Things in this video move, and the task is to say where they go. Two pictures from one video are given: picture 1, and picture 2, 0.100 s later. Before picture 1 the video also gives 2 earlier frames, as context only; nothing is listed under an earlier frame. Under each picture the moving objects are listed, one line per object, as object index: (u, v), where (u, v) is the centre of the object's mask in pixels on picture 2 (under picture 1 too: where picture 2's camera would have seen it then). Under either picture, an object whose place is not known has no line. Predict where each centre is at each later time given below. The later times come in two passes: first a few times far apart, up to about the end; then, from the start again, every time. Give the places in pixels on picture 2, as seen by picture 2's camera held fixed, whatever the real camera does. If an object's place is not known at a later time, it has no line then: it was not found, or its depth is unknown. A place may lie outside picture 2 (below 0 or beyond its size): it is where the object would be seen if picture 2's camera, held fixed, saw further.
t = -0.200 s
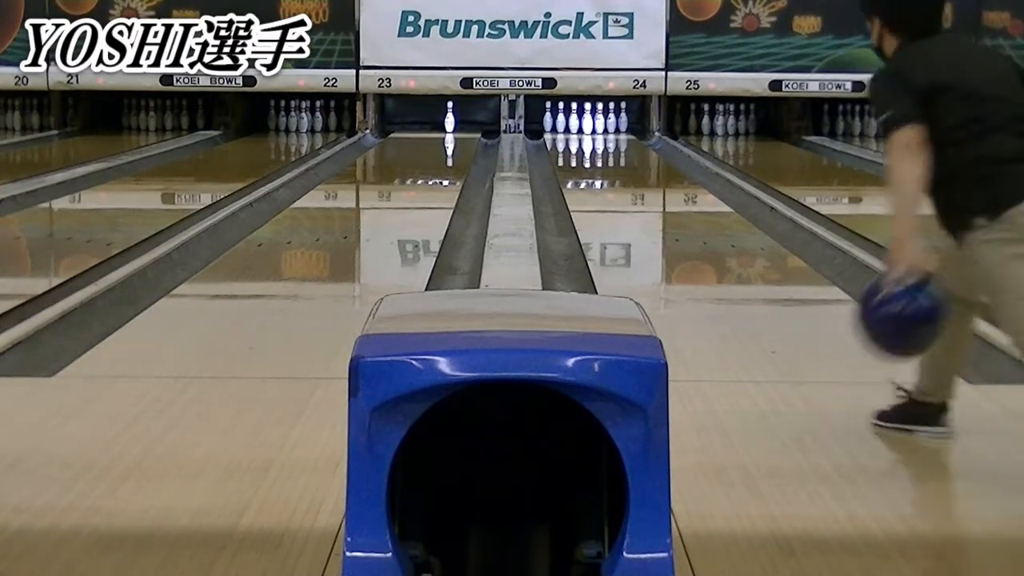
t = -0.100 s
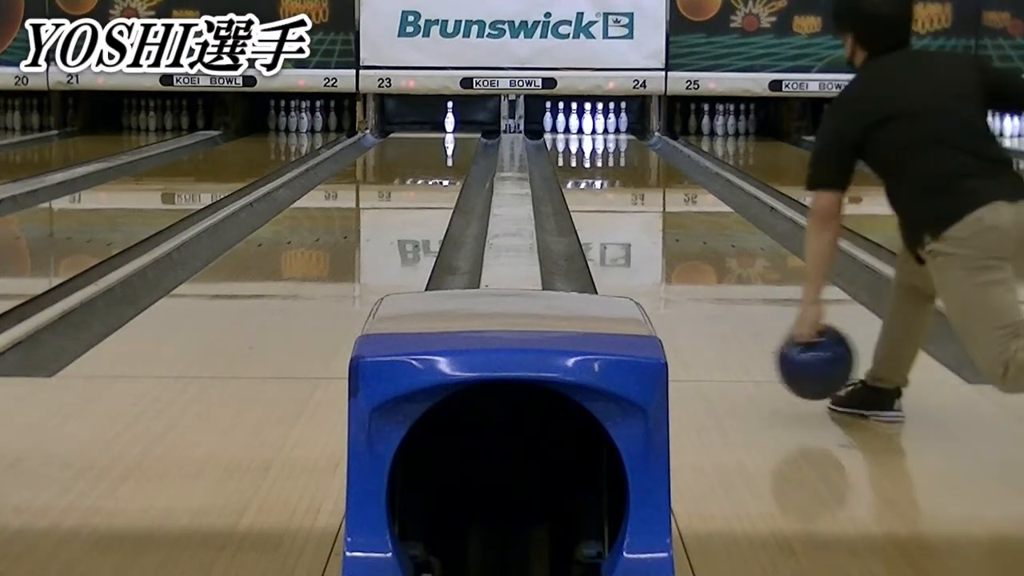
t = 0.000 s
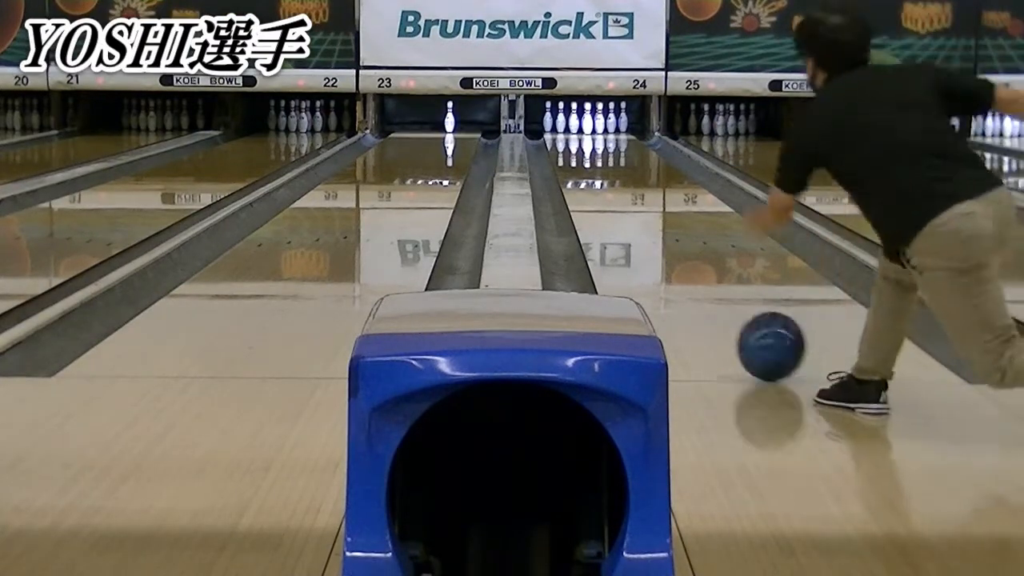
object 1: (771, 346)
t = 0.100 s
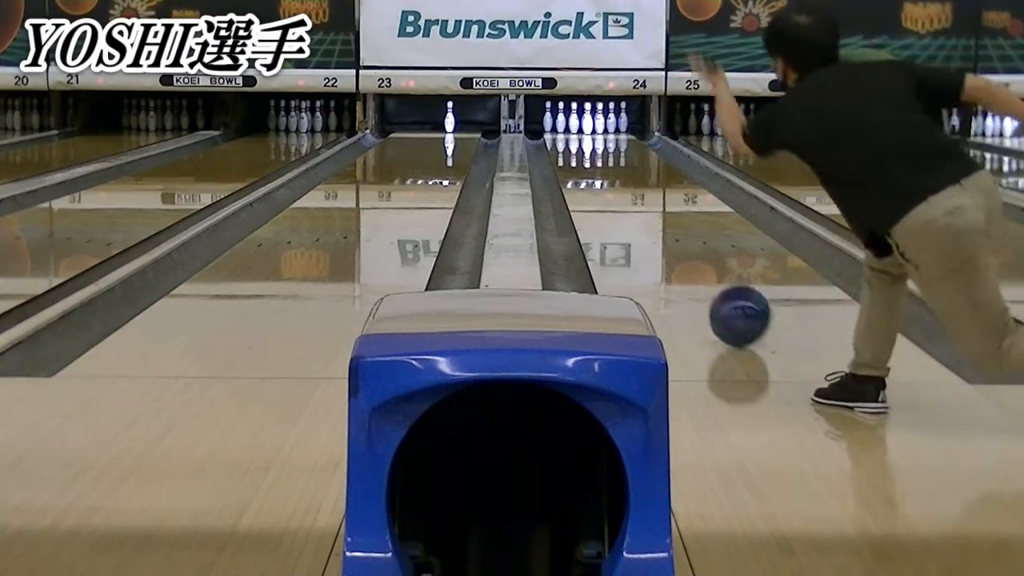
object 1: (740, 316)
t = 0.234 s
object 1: (707, 284)
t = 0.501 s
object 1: (661, 237)
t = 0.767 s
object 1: (631, 206)
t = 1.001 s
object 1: (612, 187)
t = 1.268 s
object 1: (596, 169)
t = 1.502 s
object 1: (585, 158)
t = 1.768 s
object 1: (577, 147)
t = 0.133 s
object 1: (731, 307)
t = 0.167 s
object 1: (722, 299)
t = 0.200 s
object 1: (714, 291)
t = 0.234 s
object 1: (707, 284)
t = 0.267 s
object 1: (700, 277)
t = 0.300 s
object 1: (694, 270)
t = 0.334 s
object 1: (688, 264)
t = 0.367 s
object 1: (681, 258)
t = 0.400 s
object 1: (676, 253)
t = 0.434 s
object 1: (671, 247)
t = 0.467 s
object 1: (666, 242)
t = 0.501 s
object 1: (661, 237)
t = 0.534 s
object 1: (657, 233)
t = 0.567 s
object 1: (652, 228)
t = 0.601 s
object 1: (648, 224)
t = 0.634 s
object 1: (645, 220)
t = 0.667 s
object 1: (641, 216)
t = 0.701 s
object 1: (637, 213)
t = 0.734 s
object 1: (634, 210)
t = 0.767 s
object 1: (631, 206)
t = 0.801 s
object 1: (628, 203)
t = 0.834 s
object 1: (625, 201)
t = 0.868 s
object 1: (622, 198)
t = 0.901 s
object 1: (619, 195)
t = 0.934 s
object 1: (617, 192)
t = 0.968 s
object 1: (614, 189)
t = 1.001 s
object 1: (612, 187)
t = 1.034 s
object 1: (609, 185)
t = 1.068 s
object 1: (607, 183)
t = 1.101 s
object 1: (606, 180)
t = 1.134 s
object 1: (604, 178)
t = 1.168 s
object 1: (602, 176)
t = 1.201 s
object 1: (600, 173)
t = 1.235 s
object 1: (598, 171)
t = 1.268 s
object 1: (596, 169)
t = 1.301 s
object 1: (594, 168)
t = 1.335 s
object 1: (592, 166)
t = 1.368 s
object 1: (591, 164)
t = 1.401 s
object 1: (590, 162)
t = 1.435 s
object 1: (588, 161)
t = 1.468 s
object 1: (586, 159)
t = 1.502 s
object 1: (585, 158)
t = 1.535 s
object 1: (584, 156)
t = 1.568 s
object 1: (583, 155)
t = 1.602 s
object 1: (582, 153)
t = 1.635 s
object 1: (581, 152)
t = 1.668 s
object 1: (579, 151)
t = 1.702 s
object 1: (578, 150)
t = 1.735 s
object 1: (577, 149)
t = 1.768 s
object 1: (577, 147)
